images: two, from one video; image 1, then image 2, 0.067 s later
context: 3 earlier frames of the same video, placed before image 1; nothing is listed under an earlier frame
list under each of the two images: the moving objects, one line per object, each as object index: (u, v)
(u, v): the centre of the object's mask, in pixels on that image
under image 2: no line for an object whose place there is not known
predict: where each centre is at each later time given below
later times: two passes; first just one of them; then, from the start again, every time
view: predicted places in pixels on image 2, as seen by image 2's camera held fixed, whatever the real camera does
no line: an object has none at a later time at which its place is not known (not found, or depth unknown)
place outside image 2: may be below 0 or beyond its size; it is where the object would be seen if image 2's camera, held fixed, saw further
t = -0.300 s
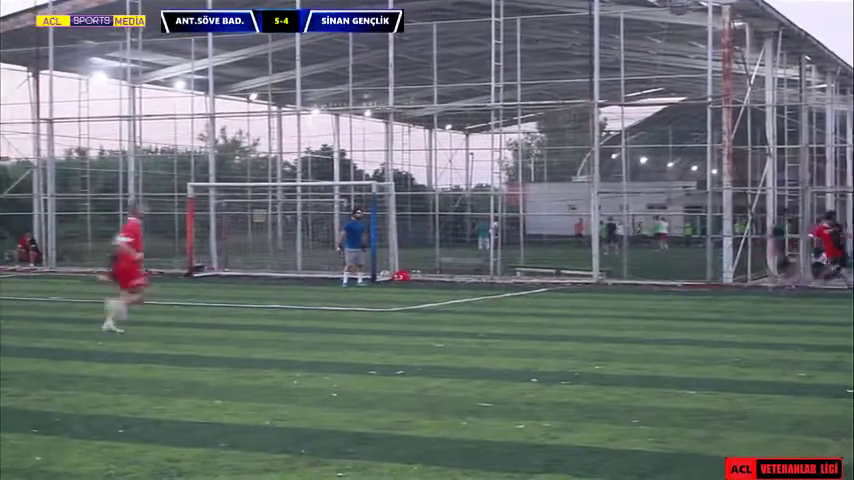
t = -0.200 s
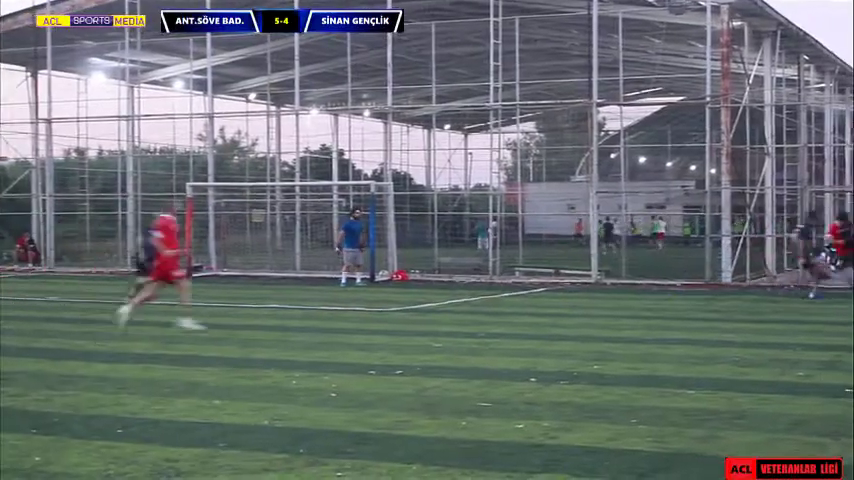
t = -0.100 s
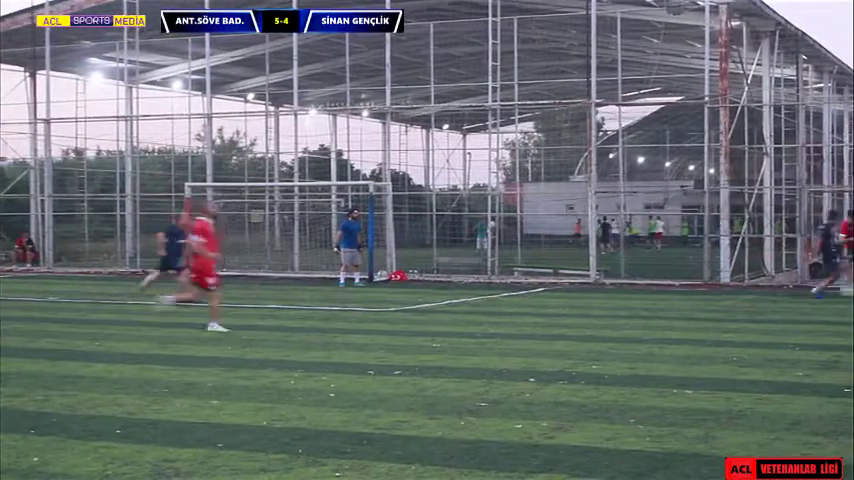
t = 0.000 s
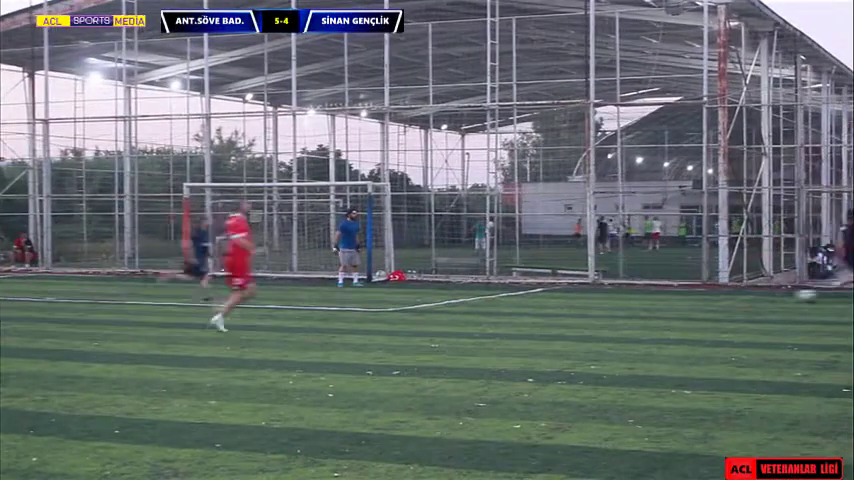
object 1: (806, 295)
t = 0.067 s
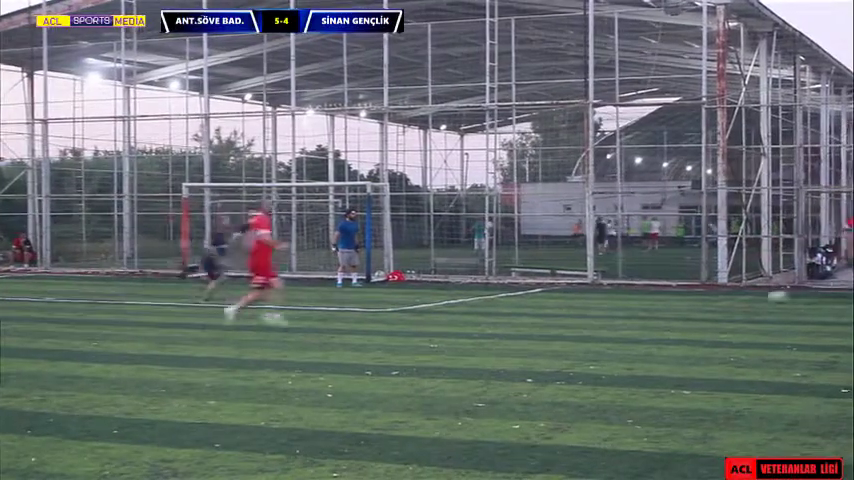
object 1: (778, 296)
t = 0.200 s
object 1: (724, 297)
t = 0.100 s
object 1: (763, 296)
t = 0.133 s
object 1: (749, 297)
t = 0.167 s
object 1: (737, 297)
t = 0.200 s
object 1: (724, 297)
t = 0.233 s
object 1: (714, 298)
